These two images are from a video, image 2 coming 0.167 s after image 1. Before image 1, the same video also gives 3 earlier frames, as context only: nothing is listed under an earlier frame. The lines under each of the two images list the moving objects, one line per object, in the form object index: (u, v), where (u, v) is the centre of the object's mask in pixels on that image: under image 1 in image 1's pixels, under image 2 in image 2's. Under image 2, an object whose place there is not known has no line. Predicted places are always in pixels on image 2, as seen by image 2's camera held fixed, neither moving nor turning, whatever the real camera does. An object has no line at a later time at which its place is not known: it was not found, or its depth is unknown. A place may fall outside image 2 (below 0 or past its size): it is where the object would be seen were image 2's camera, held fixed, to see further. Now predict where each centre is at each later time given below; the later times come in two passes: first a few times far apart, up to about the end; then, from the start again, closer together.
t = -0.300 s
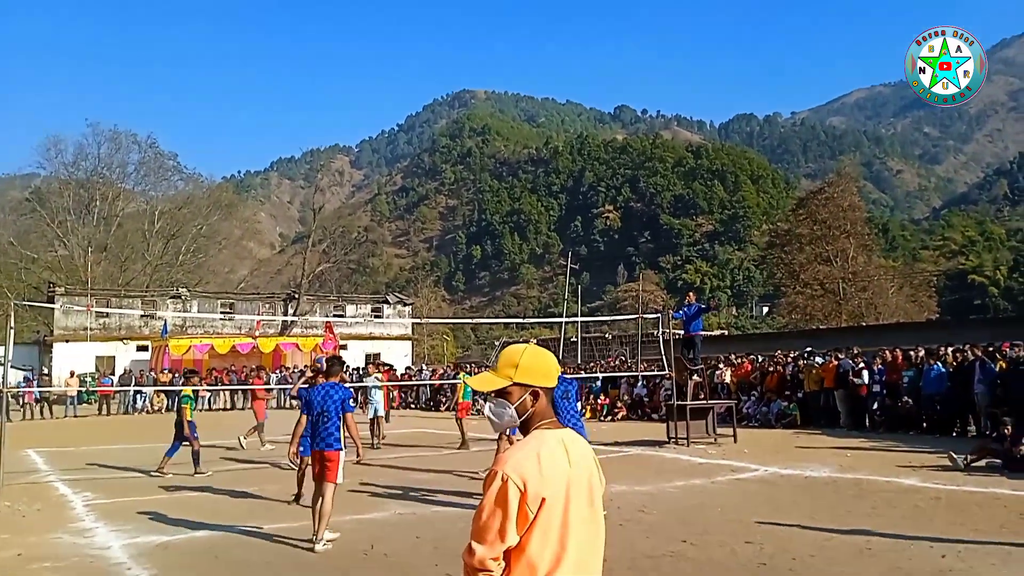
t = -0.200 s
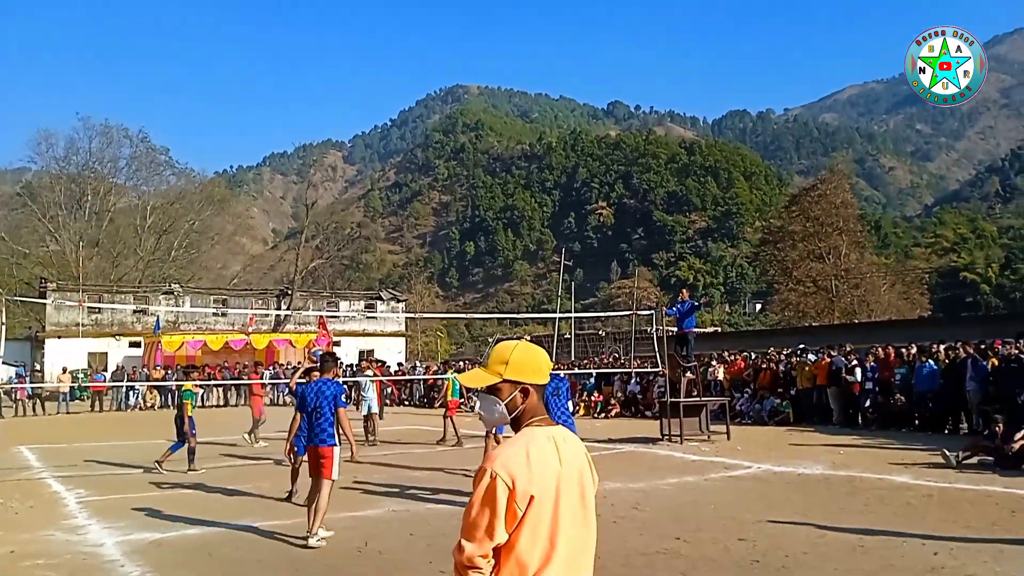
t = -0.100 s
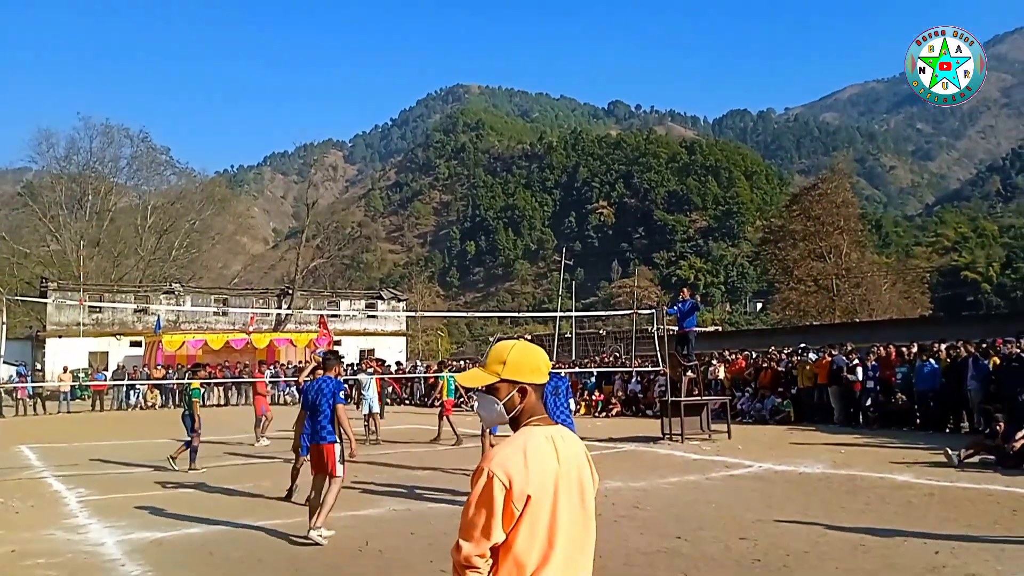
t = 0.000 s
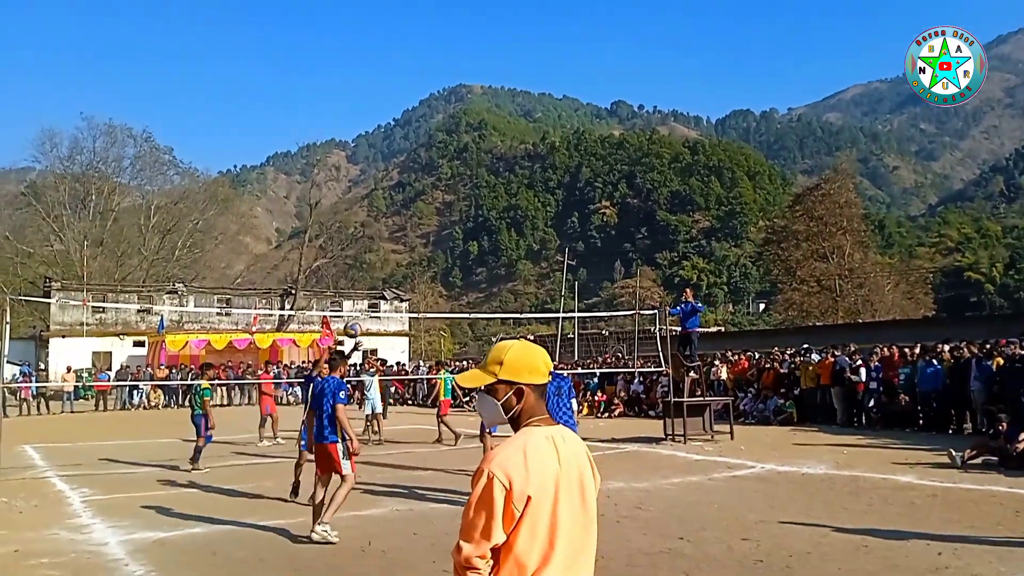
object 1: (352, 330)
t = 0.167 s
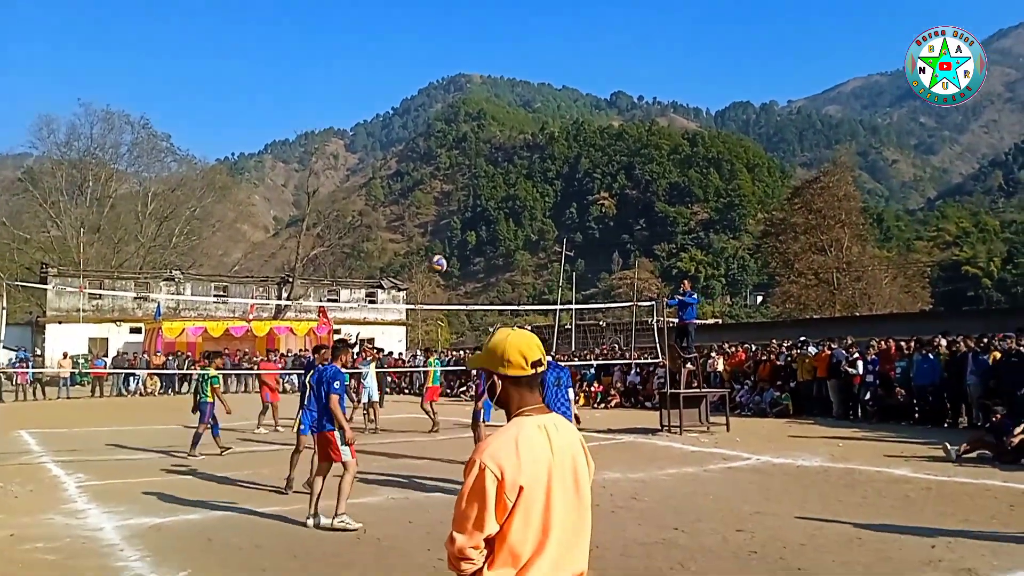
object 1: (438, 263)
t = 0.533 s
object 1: (646, 210)
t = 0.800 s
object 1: (820, 239)
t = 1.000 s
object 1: (966, 316)
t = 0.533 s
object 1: (646, 210)
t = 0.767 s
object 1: (796, 231)
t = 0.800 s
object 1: (820, 239)
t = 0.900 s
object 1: (890, 270)
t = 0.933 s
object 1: (914, 283)
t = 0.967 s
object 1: (940, 299)
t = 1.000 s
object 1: (966, 316)
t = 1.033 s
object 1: (993, 335)
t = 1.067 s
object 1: (1020, 354)
